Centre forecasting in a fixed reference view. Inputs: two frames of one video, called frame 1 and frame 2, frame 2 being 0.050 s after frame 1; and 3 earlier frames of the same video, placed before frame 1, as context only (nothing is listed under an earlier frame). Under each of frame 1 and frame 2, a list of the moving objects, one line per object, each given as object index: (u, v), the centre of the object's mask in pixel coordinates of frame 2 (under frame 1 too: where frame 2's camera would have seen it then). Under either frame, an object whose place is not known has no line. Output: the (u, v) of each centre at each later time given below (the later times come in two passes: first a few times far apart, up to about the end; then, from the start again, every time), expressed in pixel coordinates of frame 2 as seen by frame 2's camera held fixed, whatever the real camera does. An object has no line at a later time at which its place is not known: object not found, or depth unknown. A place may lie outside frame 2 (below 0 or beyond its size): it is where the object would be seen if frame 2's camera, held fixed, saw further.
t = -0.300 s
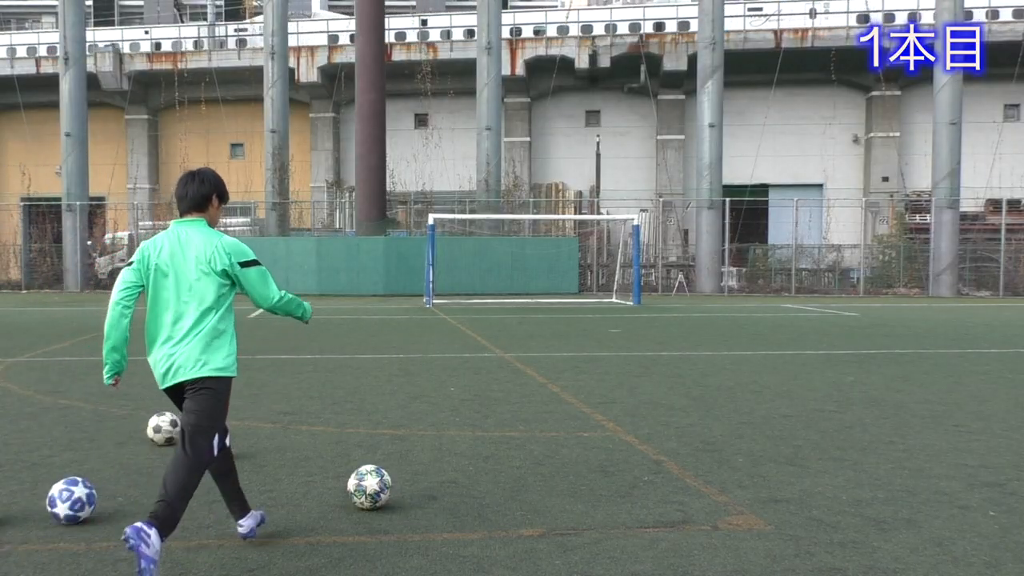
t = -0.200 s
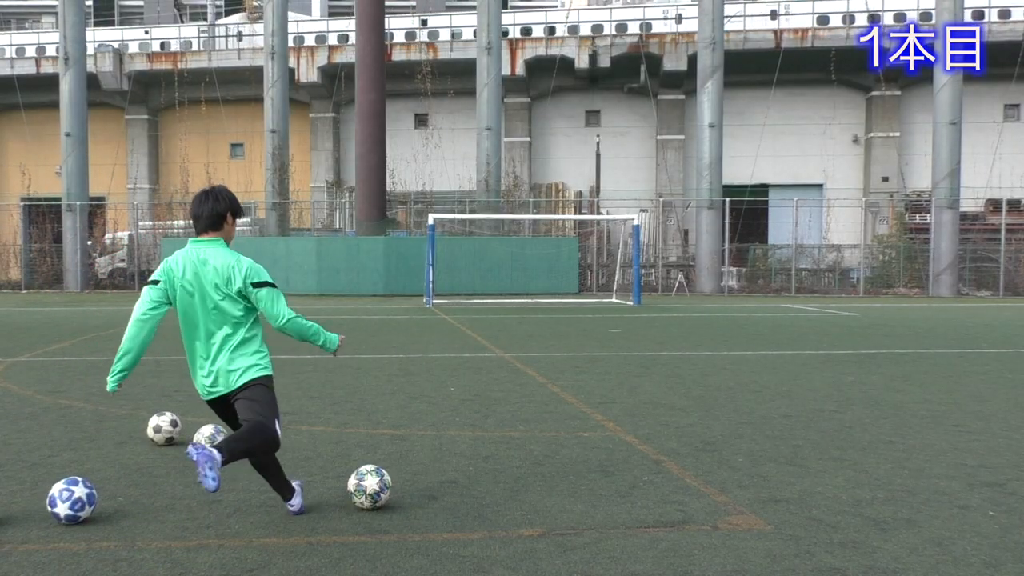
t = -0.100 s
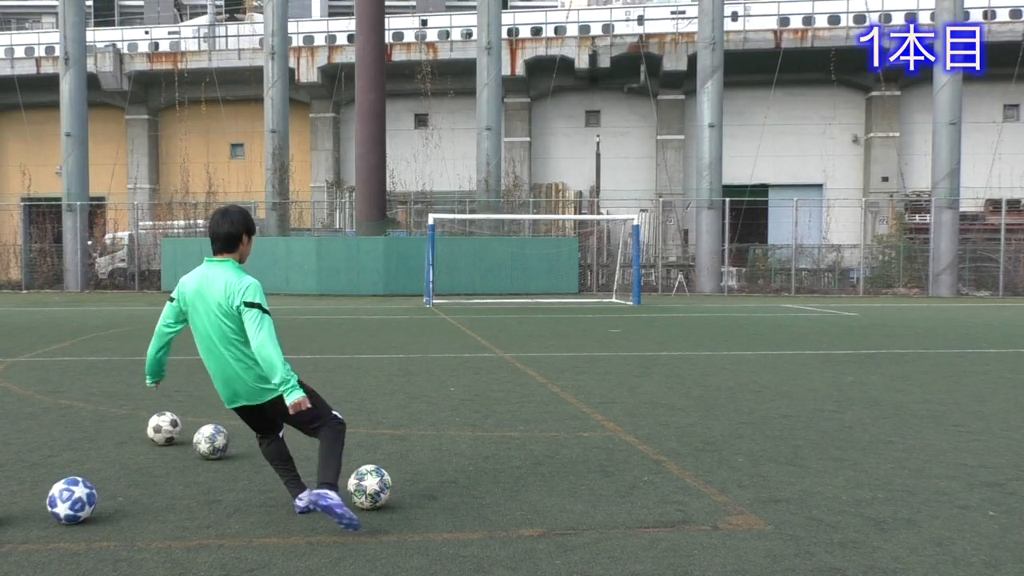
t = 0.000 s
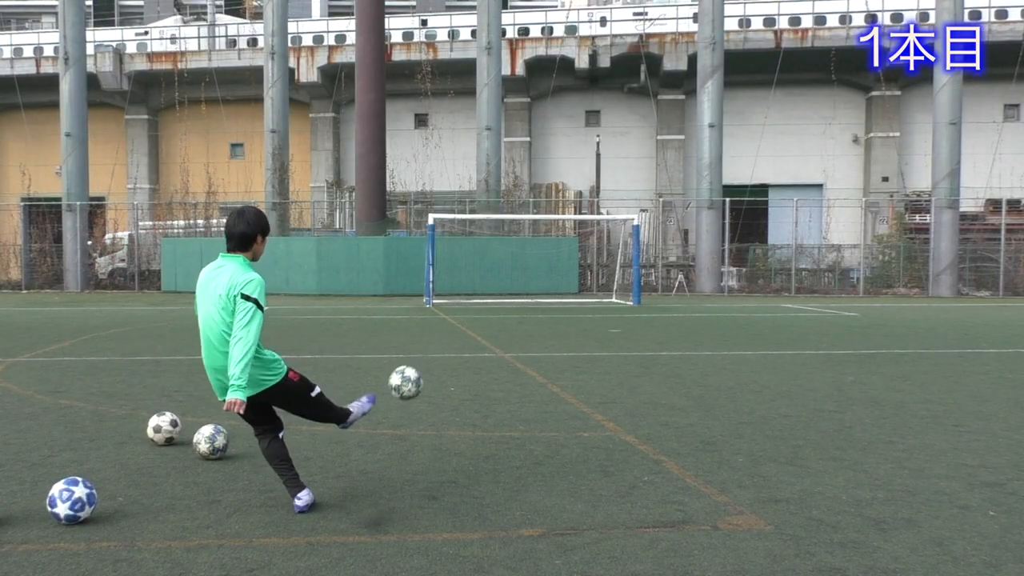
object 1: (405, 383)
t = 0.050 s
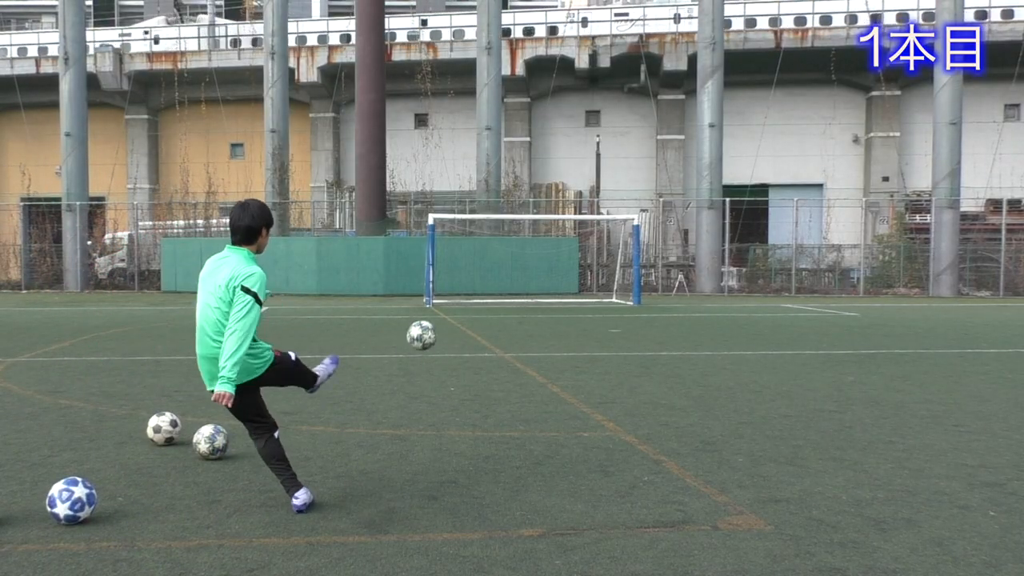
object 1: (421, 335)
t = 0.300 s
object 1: (455, 246)
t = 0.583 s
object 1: (458, 260)
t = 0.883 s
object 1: (453, 302)
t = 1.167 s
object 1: (448, 269)
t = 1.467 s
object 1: (446, 266)
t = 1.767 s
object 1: (451, 289)
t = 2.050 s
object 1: (459, 299)
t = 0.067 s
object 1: (425, 323)
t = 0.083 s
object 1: (429, 312)
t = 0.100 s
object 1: (433, 302)
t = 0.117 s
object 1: (436, 293)
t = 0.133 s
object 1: (440, 285)
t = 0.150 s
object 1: (442, 278)
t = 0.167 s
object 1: (444, 272)
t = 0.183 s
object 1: (447, 267)
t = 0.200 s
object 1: (448, 262)
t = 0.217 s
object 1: (450, 259)
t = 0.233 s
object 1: (451, 255)
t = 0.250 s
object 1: (453, 252)
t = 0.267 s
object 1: (454, 250)
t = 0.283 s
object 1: (455, 248)
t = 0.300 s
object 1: (455, 246)
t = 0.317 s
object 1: (455, 245)
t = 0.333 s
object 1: (456, 244)
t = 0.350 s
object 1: (456, 244)
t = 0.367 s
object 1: (457, 243)
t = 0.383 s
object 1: (457, 243)
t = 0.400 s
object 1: (457, 244)
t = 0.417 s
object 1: (457, 244)
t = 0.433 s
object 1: (458, 245)
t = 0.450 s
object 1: (458, 246)
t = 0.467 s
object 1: (458, 247)
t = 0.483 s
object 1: (458, 248)
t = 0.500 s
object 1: (458, 250)
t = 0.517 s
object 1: (458, 252)
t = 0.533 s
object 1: (458, 254)
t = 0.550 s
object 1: (458, 255)
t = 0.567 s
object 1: (458, 258)
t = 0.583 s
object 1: (458, 260)
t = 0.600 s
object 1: (458, 262)
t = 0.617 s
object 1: (458, 265)
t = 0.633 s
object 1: (458, 267)
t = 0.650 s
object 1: (457, 270)
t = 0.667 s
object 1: (457, 273)
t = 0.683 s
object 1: (457, 276)
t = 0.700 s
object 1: (456, 279)
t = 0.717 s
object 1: (456, 281)
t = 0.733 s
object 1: (456, 284)
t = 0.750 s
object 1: (455, 287)
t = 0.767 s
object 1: (455, 290)
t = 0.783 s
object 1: (455, 293)
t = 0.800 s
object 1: (455, 297)
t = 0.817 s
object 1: (455, 300)
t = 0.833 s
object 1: (454, 303)
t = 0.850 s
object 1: (454, 307)
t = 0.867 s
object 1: (454, 306)
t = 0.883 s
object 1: (453, 302)
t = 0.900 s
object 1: (453, 298)
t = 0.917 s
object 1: (453, 295)
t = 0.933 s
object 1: (453, 292)
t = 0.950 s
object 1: (452, 289)
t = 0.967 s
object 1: (452, 287)
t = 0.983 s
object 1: (451, 284)
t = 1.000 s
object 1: (451, 282)
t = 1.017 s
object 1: (451, 280)
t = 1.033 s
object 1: (451, 278)
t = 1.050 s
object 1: (450, 277)
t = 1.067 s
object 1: (450, 275)
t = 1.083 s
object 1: (449, 274)
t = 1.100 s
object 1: (449, 272)
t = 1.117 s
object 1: (449, 271)
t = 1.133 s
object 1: (449, 270)
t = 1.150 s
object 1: (448, 270)
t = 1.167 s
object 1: (448, 269)
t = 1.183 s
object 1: (448, 269)
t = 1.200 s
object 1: (447, 268)
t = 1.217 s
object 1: (447, 269)
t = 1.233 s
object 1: (447, 268)
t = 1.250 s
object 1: (446, 268)
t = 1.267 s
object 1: (446, 267)
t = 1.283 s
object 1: (446, 267)
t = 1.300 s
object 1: (446, 266)
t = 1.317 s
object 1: (446, 266)
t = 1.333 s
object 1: (446, 266)
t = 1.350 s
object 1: (446, 265)
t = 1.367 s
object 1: (446, 265)
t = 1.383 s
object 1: (445, 265)
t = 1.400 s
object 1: (445, 265)
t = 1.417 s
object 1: (446, 265)
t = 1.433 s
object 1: (446, 265)
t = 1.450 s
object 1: (446, 265)
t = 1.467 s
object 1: (446, 266)
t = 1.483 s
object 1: (446, 266)
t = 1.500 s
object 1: (446, 267)
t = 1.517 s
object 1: (446, 268)
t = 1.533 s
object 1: (446, 269)
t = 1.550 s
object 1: (447, 269)
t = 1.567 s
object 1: (447, 270)
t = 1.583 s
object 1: (447, 271)
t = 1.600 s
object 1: (448, 272)
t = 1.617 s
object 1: (448, 273)
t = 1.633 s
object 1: (449, 275)
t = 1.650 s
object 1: (449, 276)
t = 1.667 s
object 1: (450, 277)
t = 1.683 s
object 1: (450, 279)
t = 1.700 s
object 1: (450, 281)
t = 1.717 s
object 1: (450, 283)
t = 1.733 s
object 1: (451, 284)
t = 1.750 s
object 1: (451, 286)
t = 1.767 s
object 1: (451, 289)
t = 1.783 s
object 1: (452, 291)
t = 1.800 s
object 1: (452, 293)
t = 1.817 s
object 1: (453, 296)
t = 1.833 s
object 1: (453, 298)
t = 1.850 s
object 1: (454, 299)
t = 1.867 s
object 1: (454, 299)
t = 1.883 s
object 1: (454, 298)
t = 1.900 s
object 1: (455, 298)
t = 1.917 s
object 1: (455, 299)
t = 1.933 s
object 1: (456, 299)
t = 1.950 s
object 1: (456, 299)
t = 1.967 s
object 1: (456, 299)
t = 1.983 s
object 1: (457, 299)
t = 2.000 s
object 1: (458, 299)
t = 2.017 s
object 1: (458, 299)
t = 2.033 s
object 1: (458, 299)
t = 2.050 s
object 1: (459, 299)
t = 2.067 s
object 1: (459, 299)
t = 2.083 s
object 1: (460, 299)
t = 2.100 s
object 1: (460, 299)
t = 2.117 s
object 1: (461, 299)
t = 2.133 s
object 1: (461, 299)
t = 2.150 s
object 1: (462, 300)
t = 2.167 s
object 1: (462, 300)
